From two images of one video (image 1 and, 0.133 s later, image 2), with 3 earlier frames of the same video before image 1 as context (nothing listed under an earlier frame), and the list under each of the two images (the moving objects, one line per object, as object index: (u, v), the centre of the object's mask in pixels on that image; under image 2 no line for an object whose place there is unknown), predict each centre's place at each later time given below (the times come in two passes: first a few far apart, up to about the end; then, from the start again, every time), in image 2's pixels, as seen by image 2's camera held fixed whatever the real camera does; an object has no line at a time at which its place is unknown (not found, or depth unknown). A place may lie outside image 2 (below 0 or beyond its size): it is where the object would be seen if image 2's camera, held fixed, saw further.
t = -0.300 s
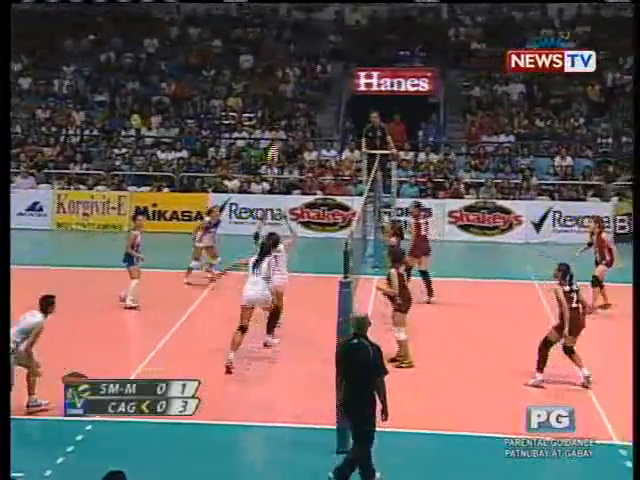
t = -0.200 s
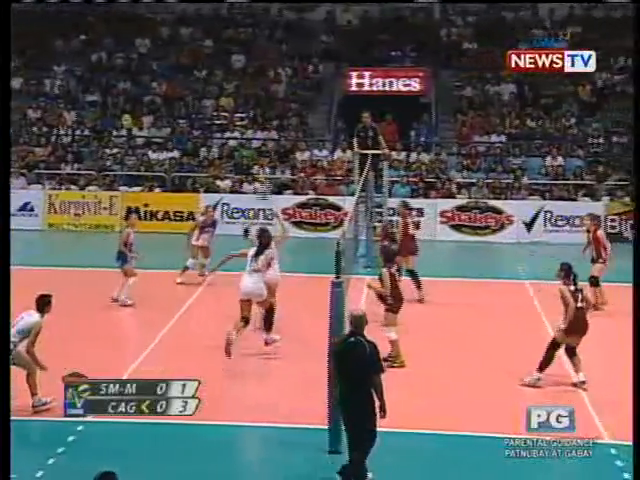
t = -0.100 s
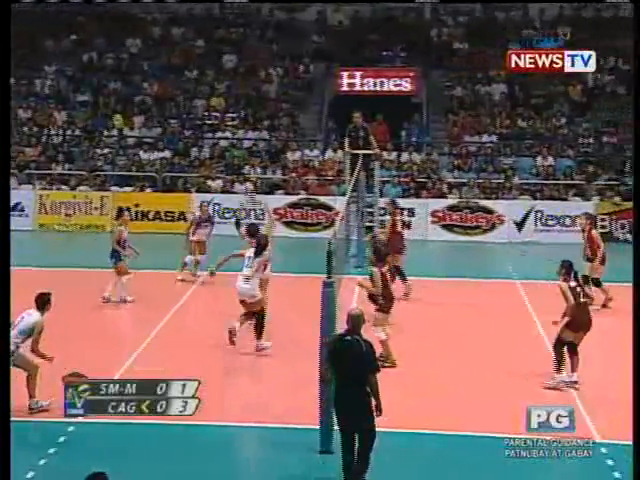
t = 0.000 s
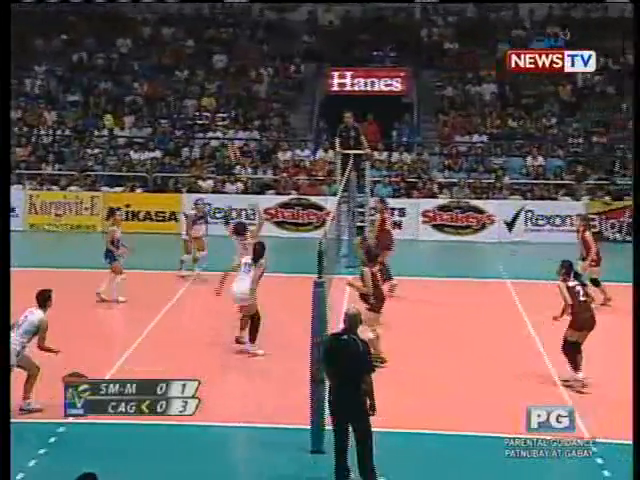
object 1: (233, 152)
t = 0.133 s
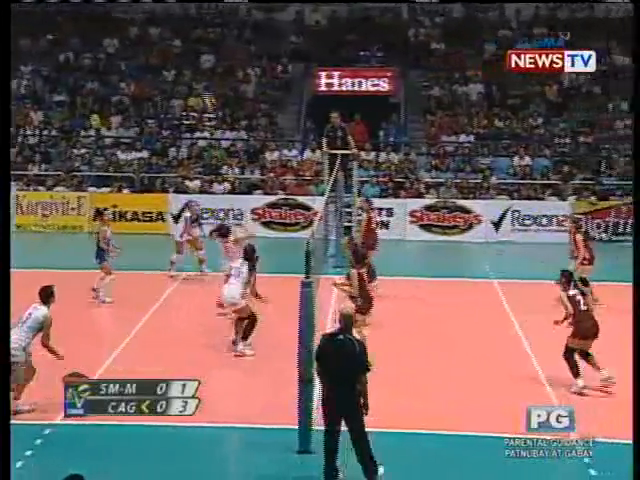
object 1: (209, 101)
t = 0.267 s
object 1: (197, 62)
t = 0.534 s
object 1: (174, 19)
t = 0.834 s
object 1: (150, 28)
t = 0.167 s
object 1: (205, 90)
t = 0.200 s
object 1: (203, 80)
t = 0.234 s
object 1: (199, 70)
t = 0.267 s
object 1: (197, 62)
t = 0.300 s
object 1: (195, 53)
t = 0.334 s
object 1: (191, 45)
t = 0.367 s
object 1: (187, 38)
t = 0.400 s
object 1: (185, 35)
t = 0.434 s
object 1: (182, 29)
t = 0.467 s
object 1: (179, 25)
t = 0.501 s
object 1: (177, 22)
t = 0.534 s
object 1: (174, 19)
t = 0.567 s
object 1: (171, 17)
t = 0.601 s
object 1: (169, 16)
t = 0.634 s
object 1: (166, 16)
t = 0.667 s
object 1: (163, 16)
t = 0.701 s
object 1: (161, 16)
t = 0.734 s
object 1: (158, 18)
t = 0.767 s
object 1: (156, 20)
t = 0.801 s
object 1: (153, 24)
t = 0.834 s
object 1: (150, 28)
